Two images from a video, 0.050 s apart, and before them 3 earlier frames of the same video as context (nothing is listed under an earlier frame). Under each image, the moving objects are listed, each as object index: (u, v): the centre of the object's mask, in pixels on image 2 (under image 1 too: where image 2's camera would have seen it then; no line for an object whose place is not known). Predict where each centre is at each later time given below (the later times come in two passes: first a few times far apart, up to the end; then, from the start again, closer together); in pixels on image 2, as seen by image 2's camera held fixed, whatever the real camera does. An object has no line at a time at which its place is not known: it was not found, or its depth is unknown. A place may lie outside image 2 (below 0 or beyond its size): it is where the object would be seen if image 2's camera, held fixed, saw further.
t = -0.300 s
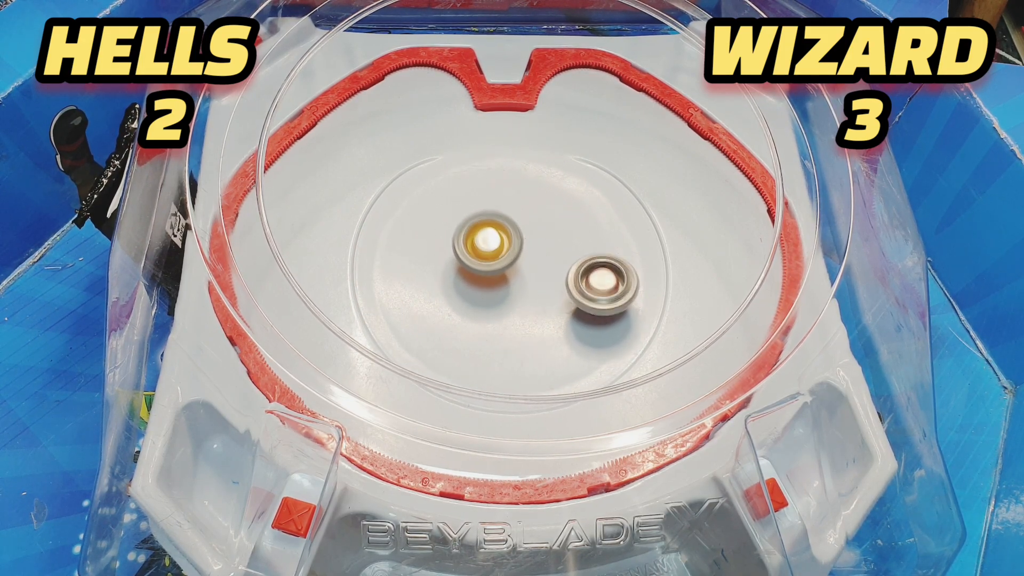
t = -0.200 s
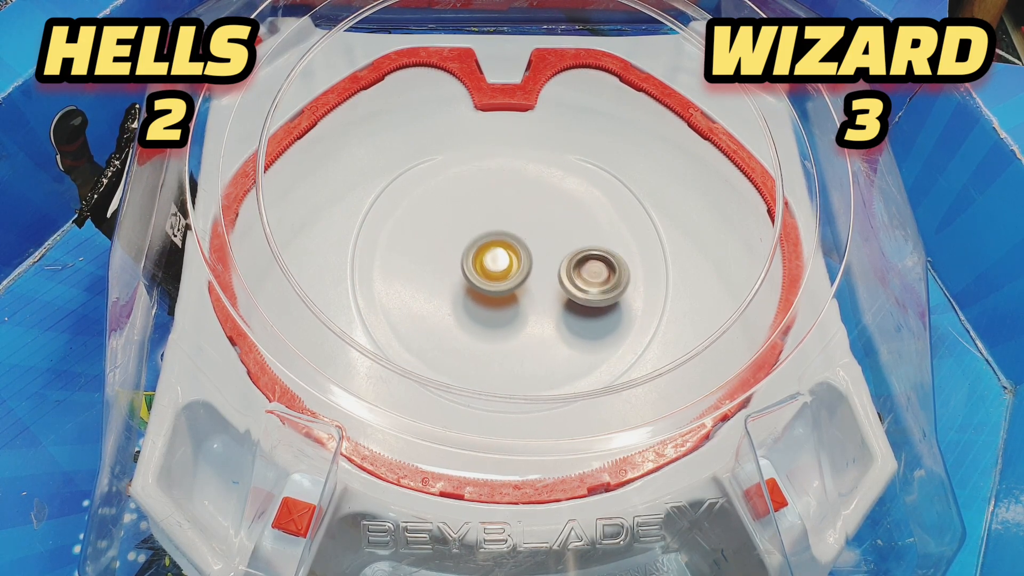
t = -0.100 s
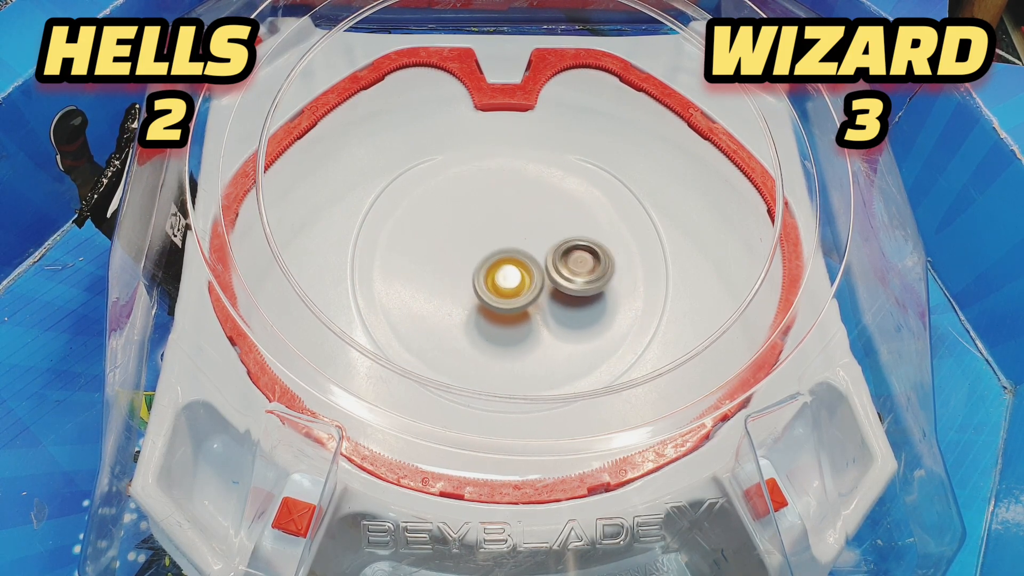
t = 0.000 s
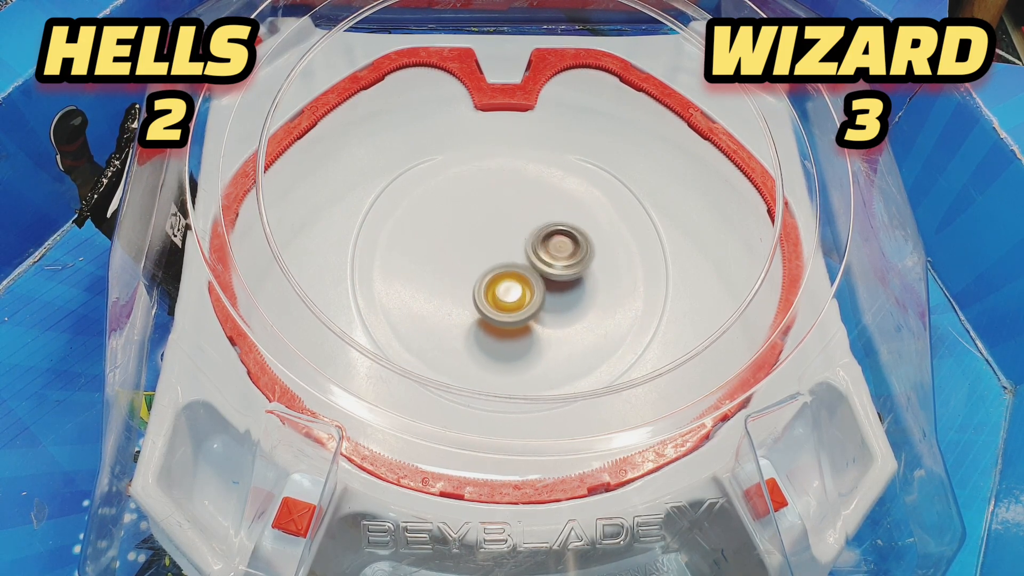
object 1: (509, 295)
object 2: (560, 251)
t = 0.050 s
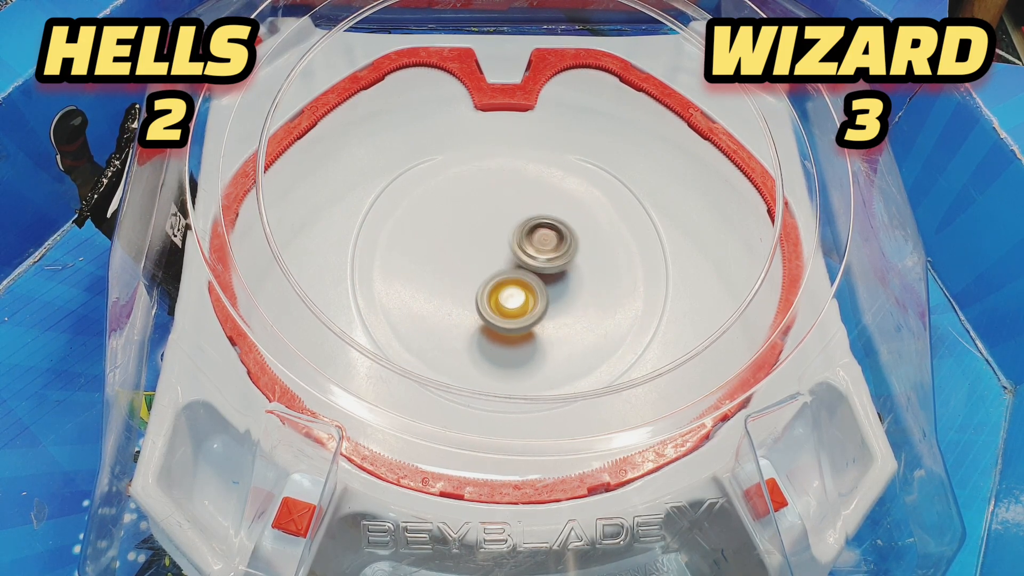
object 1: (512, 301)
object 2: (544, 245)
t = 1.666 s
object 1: (507, 168)
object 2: (588, 291)
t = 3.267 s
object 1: (558, 250)
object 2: (490, 222)
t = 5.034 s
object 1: (532, 109)
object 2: (529, 297)
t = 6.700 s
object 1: (489, 265)
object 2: (408, 264)
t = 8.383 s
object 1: (466, 200)
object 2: (447, 265)
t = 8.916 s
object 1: (608, 191)
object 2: (474, 255)
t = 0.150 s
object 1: (518, 312)
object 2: (505, 234)
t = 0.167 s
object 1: (519, 313)
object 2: (499, 233)
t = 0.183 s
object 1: (520, 314)
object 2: (492, 233)
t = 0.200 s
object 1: (521, 314)
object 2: (486, 232)
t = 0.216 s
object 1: (522, 315)
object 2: (480, 232)
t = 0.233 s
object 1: (523, 316)
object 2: (474, 232)
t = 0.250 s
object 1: (525, 316)
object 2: (468, 232)
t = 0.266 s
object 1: (526, 316)
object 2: (463, 233)
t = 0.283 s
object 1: (527, 316)
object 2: (459, 233)
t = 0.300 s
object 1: (528, 316)
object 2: (454, 234)
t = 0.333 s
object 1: (530, 314)
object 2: (448, 236)
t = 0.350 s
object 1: (530, 314)
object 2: (446, 237)
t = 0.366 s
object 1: (531, 313)
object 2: (443, 238)
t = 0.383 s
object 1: (532, 312)
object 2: (442, 239)
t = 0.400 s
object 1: (532, 310)
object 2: (440, 240)
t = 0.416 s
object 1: (532, 309)
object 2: (439, 241)
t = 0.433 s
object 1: (532, 307)
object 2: (438, 241)
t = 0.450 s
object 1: (532, 306)
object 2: (438, 242)
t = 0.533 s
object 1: (531, 296)
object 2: (438, 246)
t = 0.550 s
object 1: (531, 293)
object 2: (438, 246)
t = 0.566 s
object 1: (530, 291)
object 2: (438, 247)
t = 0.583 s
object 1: (529, 288)
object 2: (439, 248)
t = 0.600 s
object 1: (529, 286)
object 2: (439, 248)
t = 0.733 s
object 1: (521, 265)
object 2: (446, 253)
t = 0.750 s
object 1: (520, 262)
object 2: (448, 253)
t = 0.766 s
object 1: (523, 260)
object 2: (446, 253)
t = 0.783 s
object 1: (528, 258)
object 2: (443, 252)
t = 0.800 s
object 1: (533, 257)
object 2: (440, 251)
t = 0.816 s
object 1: (536, 254)
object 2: (439, 249)
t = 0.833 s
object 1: (539, 252)
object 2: (438, 249)
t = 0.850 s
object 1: (540, 250)
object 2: (439, 249)
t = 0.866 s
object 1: (541, 247)
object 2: (440, 249)
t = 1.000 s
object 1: (546, 225)
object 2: (451, 253)
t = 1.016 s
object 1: (547, 223)
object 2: (453, 254)
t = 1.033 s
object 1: (547, 220)
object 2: (455, 254)
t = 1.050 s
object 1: (547, 218)
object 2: (457, 255)
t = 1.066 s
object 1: (547, 216)
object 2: (459, 256)
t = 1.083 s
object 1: (546, 214)
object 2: (461, 256)
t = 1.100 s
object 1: (546, 212)
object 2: (463, 257)
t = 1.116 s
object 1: (546, 210)
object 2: (466, 257)
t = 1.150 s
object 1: (545, 206)
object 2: (471, 259)
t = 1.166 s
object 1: (544, 205)
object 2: (475, 259)
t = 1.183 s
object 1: (544, 203)
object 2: (479, 260)
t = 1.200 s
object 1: (543, 202)
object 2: (483, 260)
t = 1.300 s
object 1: (536, 196)
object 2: (511, 262)
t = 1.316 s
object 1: (534, 196)
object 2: (516, 261)
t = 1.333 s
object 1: (533, 196)
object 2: (522, 260)
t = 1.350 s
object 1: (532, 194)
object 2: (526, 262)
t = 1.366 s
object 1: (532, 187)
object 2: (530, 268)
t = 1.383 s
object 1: (532, 181)
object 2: (535, 274)
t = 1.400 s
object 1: (532, 176)
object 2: (539, 279)
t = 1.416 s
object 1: (531, 173)
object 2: (544, 283)
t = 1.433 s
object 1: (530, 171)
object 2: (550, 287)
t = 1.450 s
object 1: (528, 169)
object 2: (557, 290)
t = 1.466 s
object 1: (527, 168)
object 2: (563, 291)
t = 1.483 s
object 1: (525, 167)
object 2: (567, 293)
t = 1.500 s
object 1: (524, 166)
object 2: (571, 293)
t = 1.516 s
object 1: (522, 165)
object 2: (575, 293)
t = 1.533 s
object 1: (520, 165)
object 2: (579, 293)
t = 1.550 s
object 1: (519, 164)
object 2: (581, 293)
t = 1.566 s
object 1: (517, 164)
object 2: (583, 293)
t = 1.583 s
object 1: (515, 164)
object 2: (584, 293)
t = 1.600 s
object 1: (513, 164)
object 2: (585, 293)
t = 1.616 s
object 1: (512, 165)
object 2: (586, 292)
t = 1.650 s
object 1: (508, 167)
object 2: (588, 291)
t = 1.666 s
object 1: (507, 168)
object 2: (588, 291)
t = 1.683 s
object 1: (505, 169)
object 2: (589, 291)
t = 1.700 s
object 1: (503, 171)
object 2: (589, 290)
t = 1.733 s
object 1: (500, 174)
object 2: (590, 290)
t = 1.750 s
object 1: (499, 176)
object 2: (590, 289)
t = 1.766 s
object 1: (497, 179)
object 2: (590, 289)
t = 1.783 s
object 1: (496, 181)
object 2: (589, 288)
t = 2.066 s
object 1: (487, 240)
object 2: (565, 271)
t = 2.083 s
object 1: (488, 244)
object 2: (562, 268)
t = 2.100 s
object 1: (487, 248)
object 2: (558, 266)
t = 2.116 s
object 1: (478, 248)
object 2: (562, 267)
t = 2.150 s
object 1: (458, 248)
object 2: (571, 268)
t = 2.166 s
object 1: (450, 248)
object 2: (573, 268)
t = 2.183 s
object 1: (443, 249)
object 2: (575, 267)
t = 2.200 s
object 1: (438, 251)
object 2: (575, 267)
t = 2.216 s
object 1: (433, 253)
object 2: (574, 267)
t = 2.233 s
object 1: (430, 255)
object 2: (573, 266)
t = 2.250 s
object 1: (427, 258)
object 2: (572, 265)
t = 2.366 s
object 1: (412, 280)
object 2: (563, 258)
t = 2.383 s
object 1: (410, 282)
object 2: (562, 256)
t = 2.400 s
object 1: (409, 285)
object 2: (560, 255)
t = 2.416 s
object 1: (408, 288)
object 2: (558, 253)
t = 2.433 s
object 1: (407, 291)
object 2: (557, 251)
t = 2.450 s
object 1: (406, 293)
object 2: (555, 250)
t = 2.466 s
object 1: (406, 295)
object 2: (553, 248)
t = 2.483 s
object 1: (406, 297)
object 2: (551, 247)
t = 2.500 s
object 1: (406, 300)
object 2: (549, 245)
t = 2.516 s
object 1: (407, 302)
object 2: (547, 243)
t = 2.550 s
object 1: (408, 305)
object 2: (543, 240)
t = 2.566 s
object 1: (410, 307)
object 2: (540, 239)
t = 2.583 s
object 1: (411, 309)
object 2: (538, 237)
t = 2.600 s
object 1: (413, 310)
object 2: (536, 236)
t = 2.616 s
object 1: (415, 311)
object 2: (533, 234)
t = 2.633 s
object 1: (417, 313)
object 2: (531, 233)
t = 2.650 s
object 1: (419, 313)
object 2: (529, 232)
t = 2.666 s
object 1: (422, 314)
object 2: (526, 230)
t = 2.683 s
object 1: (425, 315)
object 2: (524, 230)
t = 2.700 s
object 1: (428, 315)
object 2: (521, 228)
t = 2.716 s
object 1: (431, 315)
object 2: (519, 227)
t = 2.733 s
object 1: (435, 315)
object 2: (517, 226)
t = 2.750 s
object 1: (438, 315)
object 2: (515, 226)
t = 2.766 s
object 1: (442, 315)
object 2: (513, 225)
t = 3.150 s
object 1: (535, 271)
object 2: (491, 220)
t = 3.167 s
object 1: (539, 268)
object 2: (490, 220)
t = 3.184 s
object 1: (542, 265)
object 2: (490, 220)
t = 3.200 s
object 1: (546, 262)
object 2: (490, 221)
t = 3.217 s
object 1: (549, 259)
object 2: (490, 221)
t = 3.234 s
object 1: (552, 256)
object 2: (490, 221)
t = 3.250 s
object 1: (555, 253)
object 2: (491, 222)
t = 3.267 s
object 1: (558, 250)
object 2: (490, 222)
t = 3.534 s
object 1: (591, 210)
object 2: (495, 234)
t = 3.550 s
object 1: (591, 208)
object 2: (495, 234)
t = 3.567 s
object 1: (592, 207)
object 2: (496, 236)
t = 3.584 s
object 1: (592, 205)
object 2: (496, 236)
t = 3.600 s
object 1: (592, 204)
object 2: (496, 238)
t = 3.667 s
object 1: (591, 200)
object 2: (497, 242)
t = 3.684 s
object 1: (591, 199)
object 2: (497, 242)
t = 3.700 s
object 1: (590, 198)
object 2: (497, 244)
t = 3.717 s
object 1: (589, 198)
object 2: (498, 244)
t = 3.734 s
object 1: (587, 198)
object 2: (498, 246)
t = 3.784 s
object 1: (582, 198)
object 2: (498, 249)
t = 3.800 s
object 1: (580, 198)
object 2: (498, 250)
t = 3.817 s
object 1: (578, 199)
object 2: (498, 251)
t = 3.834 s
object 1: (576, 200)
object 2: (498, 252)
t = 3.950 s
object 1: (558, 209)
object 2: (498, 258)
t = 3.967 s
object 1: (555, 210)
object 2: (498, 259)
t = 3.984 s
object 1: (553, 212)
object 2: (497, 260)
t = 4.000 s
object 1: (550, 214)
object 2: (497, 261)
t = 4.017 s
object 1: (547, 215)
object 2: (496, 261)
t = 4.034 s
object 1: (552, 213)
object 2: (489, 267)
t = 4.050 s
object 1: (558, 209)
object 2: (480, 272)
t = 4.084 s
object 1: (567, 204)
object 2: (467, 282)
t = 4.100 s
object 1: (570, 202)
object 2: (461, 286)
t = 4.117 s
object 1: (571, 202)
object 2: (456, 291)
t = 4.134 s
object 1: (571, 201)
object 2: (452, 296)
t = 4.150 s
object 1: (569, 201)
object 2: (448, 301)
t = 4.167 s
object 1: (568, 200)
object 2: (445, 307)
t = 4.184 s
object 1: (566, 200)
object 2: (442, 310)
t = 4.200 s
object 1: (564, 199)
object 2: (441, 315)
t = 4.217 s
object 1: (562, 199)
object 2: (440, 318)
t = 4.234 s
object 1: (560, 199)
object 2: (439, 321)
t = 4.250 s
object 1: (557, 200)
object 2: (439, 322)
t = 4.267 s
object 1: (555, 200)
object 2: (439, 324)
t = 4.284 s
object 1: (553, 201)
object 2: (439, 324)
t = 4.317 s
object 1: (548, 202)
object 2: (441, 325)
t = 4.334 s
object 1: (546, 203)
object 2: (442, 325)
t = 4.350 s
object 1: (544, 204)
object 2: (442, 325)
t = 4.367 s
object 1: (541, 205)
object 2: (444, 326)
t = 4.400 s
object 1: (537, 208)
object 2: (446, 326)
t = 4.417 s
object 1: (534, 210)
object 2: (447, 327)
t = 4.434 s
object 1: (532, 212)
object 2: (448, 327)
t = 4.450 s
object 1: (529, 213)
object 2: (449, 326)
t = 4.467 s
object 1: (527, 215)
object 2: (450, 326)
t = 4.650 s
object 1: (500, 237)
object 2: (481, 304)
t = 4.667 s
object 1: (498, 238)
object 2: (485, 301)
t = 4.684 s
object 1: (498, 236)
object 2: (488, 299)
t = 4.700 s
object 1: (500, 230)
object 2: (489, 303)
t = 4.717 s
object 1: (506, 217)
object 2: (487, 311)
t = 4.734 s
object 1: (511, 206)
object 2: (486, 318)
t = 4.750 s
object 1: (516, 194)
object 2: (486, 324)
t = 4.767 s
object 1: (522, 183)
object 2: (486, 328)
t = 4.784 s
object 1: (527, 174)
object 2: (487, 331)
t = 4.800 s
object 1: (531, 165)
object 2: (489, 332)
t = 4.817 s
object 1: (535, 158)
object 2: (490, 333)
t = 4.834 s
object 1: (538, 151)
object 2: (493, 333)
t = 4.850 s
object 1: (539, 146)
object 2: (497, 331)
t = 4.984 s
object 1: (533, 117)
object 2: (520, 311)
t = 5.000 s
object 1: (532, 114)
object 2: (524, 307)
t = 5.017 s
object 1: (532, 111)
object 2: (527, 302)
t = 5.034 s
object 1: (532, 109)
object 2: (529, 297)
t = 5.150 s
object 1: (532, 98)
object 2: (544, 257)
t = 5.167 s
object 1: (532, 98)
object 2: (545, 250)
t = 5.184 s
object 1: (533, 97)
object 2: (545, 244)
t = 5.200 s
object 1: (534, 97)
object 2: (544, 238)
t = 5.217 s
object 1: (535, 98)
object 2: (544, 232)
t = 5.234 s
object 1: (536, 98)
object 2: (544, 227)
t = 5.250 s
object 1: (536, 99)
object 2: (543, 221)
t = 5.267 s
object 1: (537, 100)
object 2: (541, 215)
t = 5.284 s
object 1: (538, 102)
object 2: (539, 210)
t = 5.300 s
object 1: (539, 104)
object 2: (537, 206)
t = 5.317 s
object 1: (539, 105)
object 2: (534, 201)
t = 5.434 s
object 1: (543, 120)
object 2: (521, 183)
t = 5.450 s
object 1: (543, 122)
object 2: (520, 183)
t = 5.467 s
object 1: (546, 121)
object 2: (517, 185)
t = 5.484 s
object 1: (548, 121)
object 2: (513, 189)
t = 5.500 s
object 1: (550, 121)
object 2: (509, 192)
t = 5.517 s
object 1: (552, 121)
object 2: (506, 195)
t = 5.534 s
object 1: (553, 123)
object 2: (505, 198)
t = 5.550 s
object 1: (554, 125)
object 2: (502, 200)
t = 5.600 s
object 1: (555, 132)
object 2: (497, 203)
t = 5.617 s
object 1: (555, 134)
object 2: (496, 204)
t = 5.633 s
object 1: (554, 136)
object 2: (496, 205)
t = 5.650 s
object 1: (553, 140)
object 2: (495, 206)
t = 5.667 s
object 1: (552, 142)
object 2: (494, 207)
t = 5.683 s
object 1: (550, 146)
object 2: (492, 208)
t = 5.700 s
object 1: (548, 149)
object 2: (491, 210)
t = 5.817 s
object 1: (532, 177)
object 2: (482, 227)
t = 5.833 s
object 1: (530, 181)
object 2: (482, 229)
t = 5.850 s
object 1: (528, 184)
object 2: (480, 234)
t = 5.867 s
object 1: (536, 181)
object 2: (466, 245)
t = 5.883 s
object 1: (547, 177)
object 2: (453, 257)
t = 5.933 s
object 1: (574, 171)
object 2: (418, 287)
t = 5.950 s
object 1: (580, 170)
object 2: (409, 296)
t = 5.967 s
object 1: (584, 170)
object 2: (402, 304)
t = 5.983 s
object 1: (587, 172)
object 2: (396, 312)
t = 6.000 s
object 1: (588, 174)
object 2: (391, 320)
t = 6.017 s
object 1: (587, 176)
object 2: (388, 325)
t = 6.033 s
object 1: (586, 178)
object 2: (388, 329)
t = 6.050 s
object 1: (584, 180)
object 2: (389, 332)
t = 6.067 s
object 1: (582, 182)
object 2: (391, 335)
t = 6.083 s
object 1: (580, 184)
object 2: (389, 339)
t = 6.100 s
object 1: (578, 186)
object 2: (387, 343)
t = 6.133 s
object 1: (575, 191)
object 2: (386, 349)
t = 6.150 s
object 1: (572, 193)
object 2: (386, 351)
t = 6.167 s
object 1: (571, 196)
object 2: (383, 353)
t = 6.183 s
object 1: (568, 199)
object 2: (382, 355)
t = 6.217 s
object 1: (564, 204)
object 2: (377, 355)
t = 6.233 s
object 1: (561, 207)
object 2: (374, 354)
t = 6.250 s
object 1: (558, 210)
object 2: (367, 356)
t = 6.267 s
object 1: (555, 212)
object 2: (366, 354)
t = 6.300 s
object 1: (550, 218)
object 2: (360, 351)
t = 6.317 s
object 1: (547, 220)
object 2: (358, 350)
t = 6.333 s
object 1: (544, 223)
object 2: (360, 344)
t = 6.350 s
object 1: (541, 226)
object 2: (358, 342)
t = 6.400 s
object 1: (531, 234)
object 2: (356, 333)
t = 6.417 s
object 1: (528, 236)
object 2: (356, 330)
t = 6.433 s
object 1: (524, 239)
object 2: (357, 324)
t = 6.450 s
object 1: (520, 241)
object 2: (362, 317)
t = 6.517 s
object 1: (505, 250)
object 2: (362, 303)
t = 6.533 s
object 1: (502, 252)
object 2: (364, 298)
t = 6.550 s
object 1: (498, 254)
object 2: (367, 294)
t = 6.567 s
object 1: (494, 256)
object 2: (371, 290)
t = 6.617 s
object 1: (482, 260)
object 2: (388, 282)
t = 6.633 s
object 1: (479, 262)
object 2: (394, 277)
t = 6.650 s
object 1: (476, 263)
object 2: (402, 274)
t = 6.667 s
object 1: (479, 263)
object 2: (403, 271)
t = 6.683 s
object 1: (484, 264)
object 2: (405, 268)
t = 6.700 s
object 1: (489, 265)
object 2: (408, 264)
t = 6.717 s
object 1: (493, 266)
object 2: (413, 261)
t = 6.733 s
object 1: (496, 266)
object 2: (418, 257)
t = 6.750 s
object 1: (498, 267)
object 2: (424, 254)
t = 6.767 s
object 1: (500, 267)
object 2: (430, 249)
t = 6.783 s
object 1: (504, 268)
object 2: (433, 244)
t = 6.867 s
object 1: (532, 281)
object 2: (449, 213)
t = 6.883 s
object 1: (535, 281)
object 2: (454, 208)
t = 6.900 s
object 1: (537, 281)
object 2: (459, 201)
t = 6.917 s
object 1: (539, 280)
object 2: (464, 196)
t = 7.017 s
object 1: (550, 275)
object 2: (494, 167)
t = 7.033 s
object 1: (552, 274)
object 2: (499, 164)
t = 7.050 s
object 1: (554, 273)
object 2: (503, 161)
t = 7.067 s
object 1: (555, 272)
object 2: (508, 158)
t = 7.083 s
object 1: (556, 271)
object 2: (512, 156)
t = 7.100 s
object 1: (558, 270)
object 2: (517, 154)
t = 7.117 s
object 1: (559, 269)
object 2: (521, 152)
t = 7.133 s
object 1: (560, 267)
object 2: (525, 152)
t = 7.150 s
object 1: (561, 266)
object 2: (528, 152)
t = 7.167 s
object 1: (562, 265)
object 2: (532, 152)
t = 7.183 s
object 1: (563, 264)
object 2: (536, 153)
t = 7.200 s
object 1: (564, 263)
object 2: (538, 154)
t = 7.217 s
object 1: (565, 261)
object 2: (542, 155)
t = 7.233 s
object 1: (565, 260)
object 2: (544, 157)
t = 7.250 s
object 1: (565, 259)
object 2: (547, 160)
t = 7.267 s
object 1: (565, 257)
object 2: (550, 162)
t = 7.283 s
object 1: (565, 257)
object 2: (552, 166)
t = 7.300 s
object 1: (566, 255)
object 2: (555, 170)
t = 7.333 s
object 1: (565, 252)
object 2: (559, 180)
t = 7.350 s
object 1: (565, 250)
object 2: (563, 185)
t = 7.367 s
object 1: (564, 249)
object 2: (565, 189)
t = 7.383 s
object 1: (561, 254)
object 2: (568, 191)
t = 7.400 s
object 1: (558, 260)
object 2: (571, 193)
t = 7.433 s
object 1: (553, 267)
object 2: (577, 199)
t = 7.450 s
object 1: (551, 270)
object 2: (580, 203)
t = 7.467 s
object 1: (549, 271)
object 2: (582, 208)
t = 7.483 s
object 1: (547, 273)
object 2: (583, 214)
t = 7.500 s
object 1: (546, 274)
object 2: (585, 218)
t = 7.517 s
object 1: (544, 275)
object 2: (586, 224)
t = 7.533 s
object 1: (543, 276)
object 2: (588, 231)
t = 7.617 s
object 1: (526, 286)
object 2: (593, 257)
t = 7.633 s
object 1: (523, 287)
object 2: (594, 263)
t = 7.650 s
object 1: (521, 288)
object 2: (594, 268)
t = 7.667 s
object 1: (518, 289)
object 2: (593, 274)
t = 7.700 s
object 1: (512, 291)
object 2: (591, 285)
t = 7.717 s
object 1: (509, 291)
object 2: (590, 289)
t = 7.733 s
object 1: (506, 292)
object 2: (588, 294)
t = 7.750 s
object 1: (503, 292)
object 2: (586, 299)
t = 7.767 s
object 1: (500, 292)
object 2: (584, 303)
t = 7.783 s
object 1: (498, 292)
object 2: (582, 308)
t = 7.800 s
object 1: (495, 291)
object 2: (579, 311)
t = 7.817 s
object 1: (492, 291)
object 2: (576, 315)
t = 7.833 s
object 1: (490, 290)
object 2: (572, 318)
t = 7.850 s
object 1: (487, 290)
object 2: (569, 321)
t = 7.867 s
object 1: (484, 289)
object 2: (565, 324)
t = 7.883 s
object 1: (482, 288)
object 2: (561, 326)
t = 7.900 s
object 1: (480, 287)
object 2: (556, 328)
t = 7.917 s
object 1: (477, 286)
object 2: (552, 329)
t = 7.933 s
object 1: (475, 284)
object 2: (547, 330)
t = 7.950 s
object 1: (473, 283)
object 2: (542, 331)
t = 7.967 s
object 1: (471, 281)
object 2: (537, 331)
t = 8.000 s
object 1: (468, 277)
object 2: (526, 331)
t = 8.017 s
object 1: (467, 275)
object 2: (521, 330)
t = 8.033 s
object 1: (465, 274)
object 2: (516, 329)
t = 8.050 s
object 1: (464, 272)
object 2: (510, 328)
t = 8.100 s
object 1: (460, 261)
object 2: (495, 325)
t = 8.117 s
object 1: (458, 254)
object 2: (491, 325)
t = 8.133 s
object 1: (457, 248)
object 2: (486, 324)
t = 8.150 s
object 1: (456, 243)
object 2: (483, 322)
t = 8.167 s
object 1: (456, 238)
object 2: (479, 320)
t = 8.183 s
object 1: (456, 234)
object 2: (475, 318)
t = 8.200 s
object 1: (456, 231)
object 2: (471, 315)
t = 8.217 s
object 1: (456, 228)
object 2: (468, 311)
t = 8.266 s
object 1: (457, 218)
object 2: (459, 300)
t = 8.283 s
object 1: (457, 215)
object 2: (457, 295)
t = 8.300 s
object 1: (458, 212)
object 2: (454, 291)
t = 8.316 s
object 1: (459, 210)
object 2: (453, 286)
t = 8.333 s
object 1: (461, 207)
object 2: (450, 280)
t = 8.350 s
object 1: (462, 204)
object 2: (449, 276)
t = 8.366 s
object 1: (464, 202)
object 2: (448, 270)
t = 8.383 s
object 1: (466, 200)
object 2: (447, 265)
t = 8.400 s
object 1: (467, 198)
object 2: (446, 259)
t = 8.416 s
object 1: (470, 195)
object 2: (445, 255)
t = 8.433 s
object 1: (474, 191)
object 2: (444, 252)
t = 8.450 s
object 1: (477, 189)
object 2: (444, 248)
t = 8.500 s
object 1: (486, 184)
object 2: (445, 237)
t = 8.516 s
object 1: (489, 183)
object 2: (447, 234)
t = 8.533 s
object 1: (493, 181)
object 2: (448, 231)
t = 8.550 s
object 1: (498, 180)
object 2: (447, 229)
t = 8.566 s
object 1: (508, 175)
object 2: (442, 230)
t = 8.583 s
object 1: (517, 171)
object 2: (439, 231)
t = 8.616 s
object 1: (533, 167)
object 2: (434, 231)
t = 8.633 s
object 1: (539, 166)
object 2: (433, 230)
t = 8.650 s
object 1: (544, 165)
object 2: (433, 230)
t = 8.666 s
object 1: (548, 165)
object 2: (435, 230)
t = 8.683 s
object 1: (553, 165)
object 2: (435, 231)
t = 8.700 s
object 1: (557, 164)
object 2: (436, 232)
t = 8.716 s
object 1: (561, 165)
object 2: (437, 234)
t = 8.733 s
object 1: (565, 165)
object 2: (437, 236)
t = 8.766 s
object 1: (574, 167)
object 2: (440, 239)
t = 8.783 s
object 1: (579, 168)
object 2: (443, 240)
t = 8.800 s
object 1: (583, 170)
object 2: (446, 241)
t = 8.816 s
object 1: (587, 172)
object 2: (449, 243)
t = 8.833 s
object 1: (591, 174)
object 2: (451, 246)
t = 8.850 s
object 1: (595, 177)
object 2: (455, 246)
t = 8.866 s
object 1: (599, 180)
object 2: (460, 249)
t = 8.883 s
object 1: (602, 183)
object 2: (464, 250)
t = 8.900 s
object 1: (605, 187)
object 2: (469, 252)
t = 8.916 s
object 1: (608, 191)
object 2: (474, 255)
